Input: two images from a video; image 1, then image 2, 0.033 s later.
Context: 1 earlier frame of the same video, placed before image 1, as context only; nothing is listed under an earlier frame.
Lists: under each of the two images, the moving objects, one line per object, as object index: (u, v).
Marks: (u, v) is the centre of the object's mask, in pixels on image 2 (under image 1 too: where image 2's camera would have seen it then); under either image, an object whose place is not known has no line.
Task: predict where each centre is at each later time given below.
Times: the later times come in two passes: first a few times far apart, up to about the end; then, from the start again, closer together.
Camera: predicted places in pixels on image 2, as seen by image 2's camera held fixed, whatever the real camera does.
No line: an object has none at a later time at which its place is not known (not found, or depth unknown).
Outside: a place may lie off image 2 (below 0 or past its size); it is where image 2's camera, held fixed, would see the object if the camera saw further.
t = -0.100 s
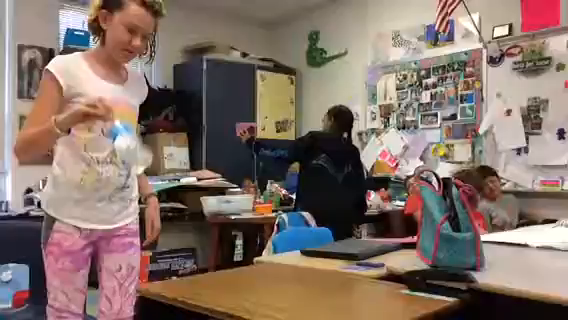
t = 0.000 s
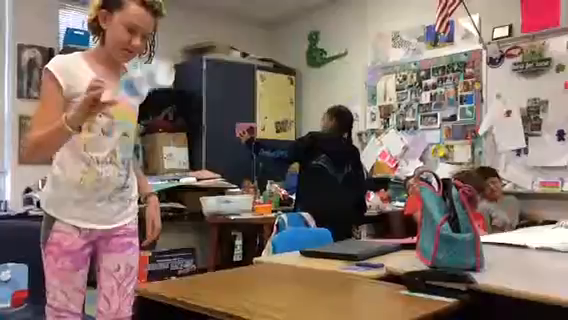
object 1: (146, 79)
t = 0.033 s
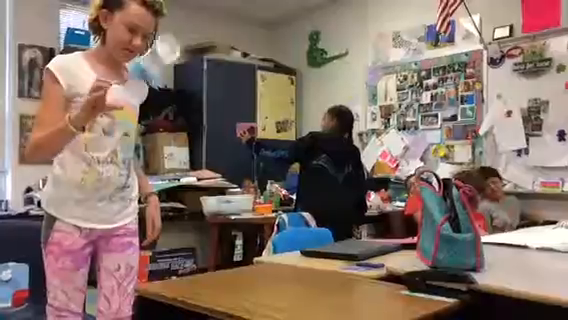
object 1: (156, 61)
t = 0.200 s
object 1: (210, 17)
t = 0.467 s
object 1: (237, 77)
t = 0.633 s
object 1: (242, 168)
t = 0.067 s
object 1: (162, 50)
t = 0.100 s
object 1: (170, 42)
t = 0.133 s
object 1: (183, 32)
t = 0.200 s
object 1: (210, 17)
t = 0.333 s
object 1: (226, 21)
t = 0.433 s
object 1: (236, 63)
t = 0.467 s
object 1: (237, 77)
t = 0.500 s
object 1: (238, 102)
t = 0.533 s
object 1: (239, 120)
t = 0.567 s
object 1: (240, 138)
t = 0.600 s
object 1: (241, 155)
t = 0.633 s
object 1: (242, 168)
